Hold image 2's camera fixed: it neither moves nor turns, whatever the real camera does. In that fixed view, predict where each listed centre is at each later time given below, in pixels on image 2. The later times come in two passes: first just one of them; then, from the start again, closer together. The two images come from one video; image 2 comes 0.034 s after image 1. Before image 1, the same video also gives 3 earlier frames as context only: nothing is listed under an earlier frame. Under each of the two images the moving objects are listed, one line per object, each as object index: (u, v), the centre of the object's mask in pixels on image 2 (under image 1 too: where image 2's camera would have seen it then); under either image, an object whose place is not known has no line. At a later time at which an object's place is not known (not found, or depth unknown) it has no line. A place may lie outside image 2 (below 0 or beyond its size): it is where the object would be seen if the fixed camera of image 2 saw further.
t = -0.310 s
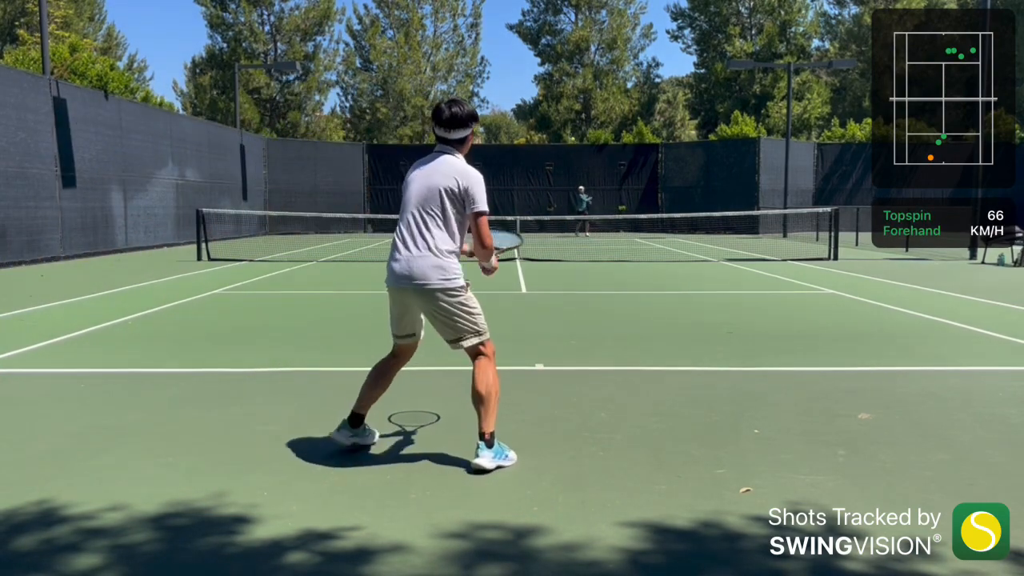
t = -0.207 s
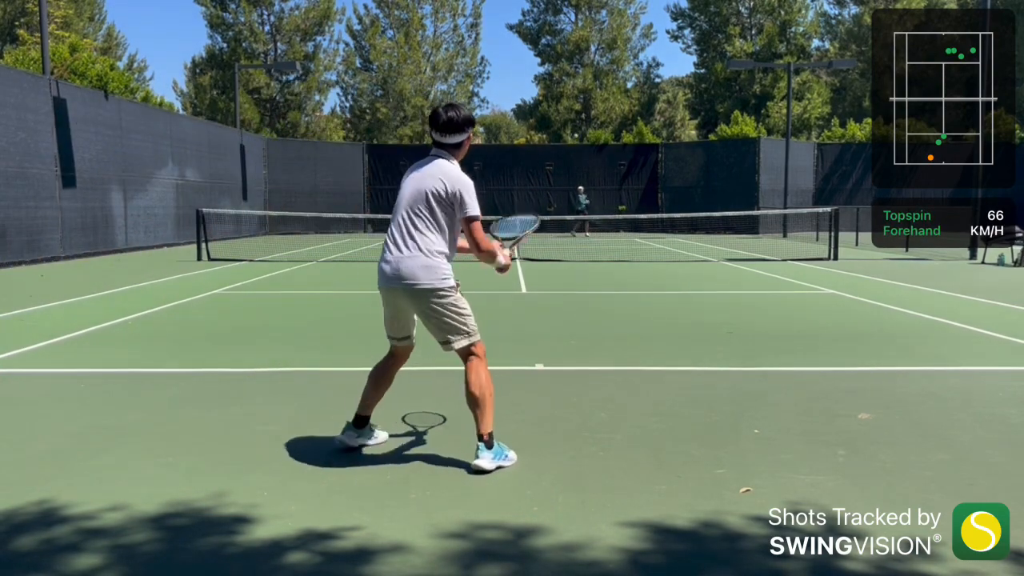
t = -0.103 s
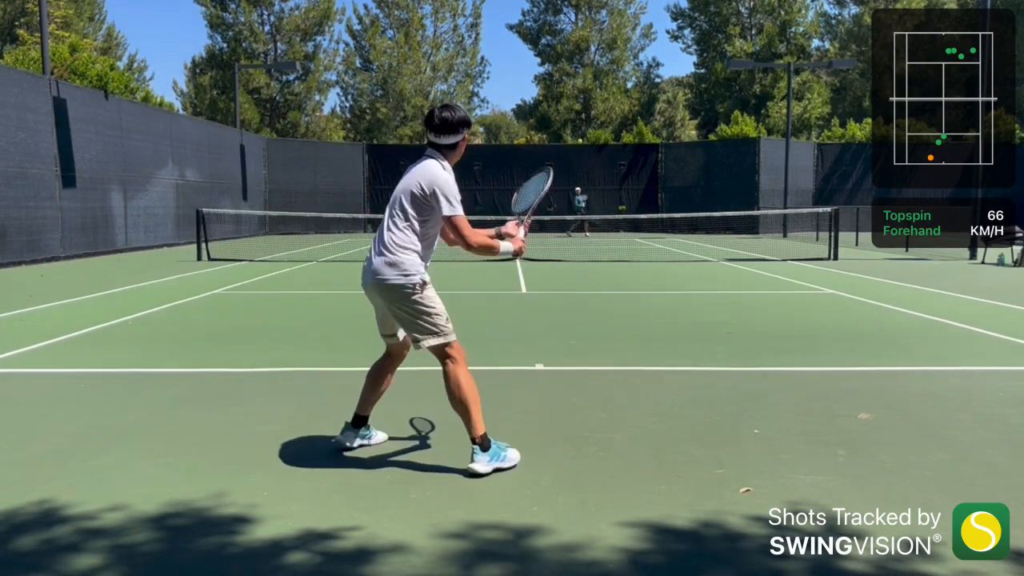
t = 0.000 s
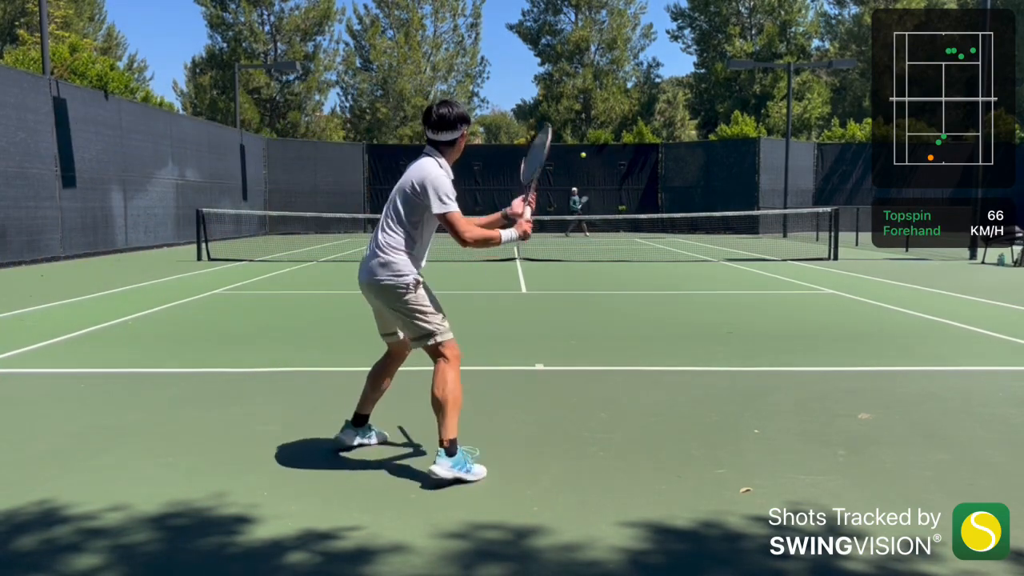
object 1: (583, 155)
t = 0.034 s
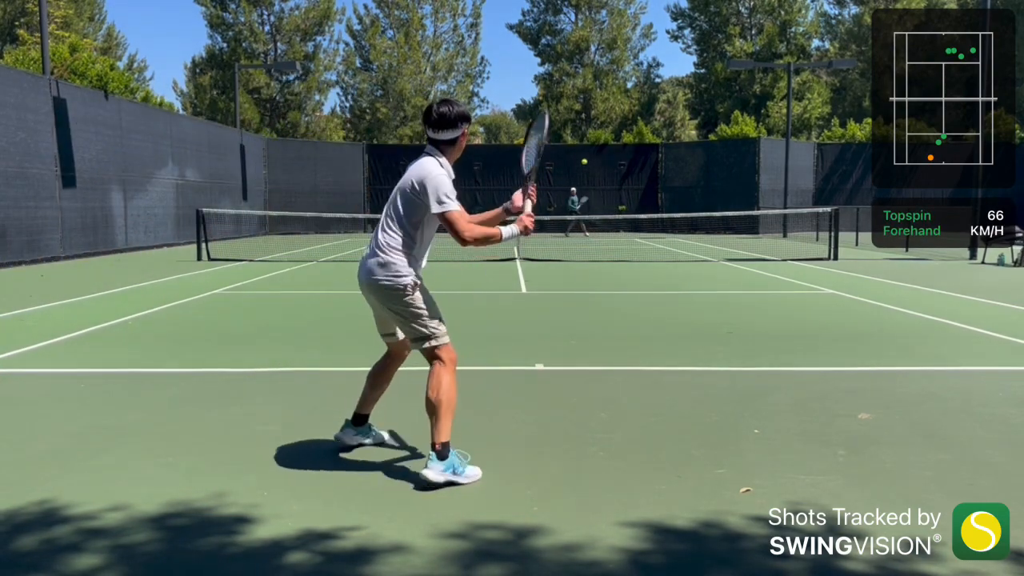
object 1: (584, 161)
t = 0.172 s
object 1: (589, 205)
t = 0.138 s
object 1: (588, 191)
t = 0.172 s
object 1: (589, 205)
